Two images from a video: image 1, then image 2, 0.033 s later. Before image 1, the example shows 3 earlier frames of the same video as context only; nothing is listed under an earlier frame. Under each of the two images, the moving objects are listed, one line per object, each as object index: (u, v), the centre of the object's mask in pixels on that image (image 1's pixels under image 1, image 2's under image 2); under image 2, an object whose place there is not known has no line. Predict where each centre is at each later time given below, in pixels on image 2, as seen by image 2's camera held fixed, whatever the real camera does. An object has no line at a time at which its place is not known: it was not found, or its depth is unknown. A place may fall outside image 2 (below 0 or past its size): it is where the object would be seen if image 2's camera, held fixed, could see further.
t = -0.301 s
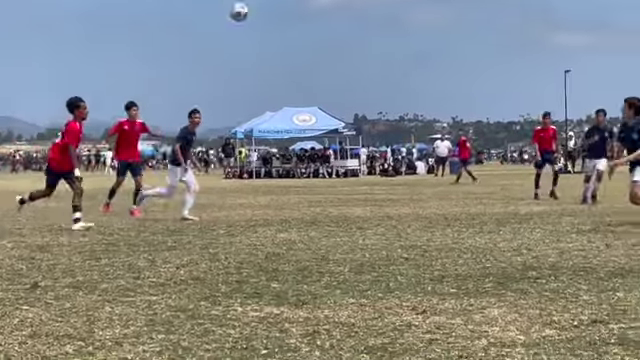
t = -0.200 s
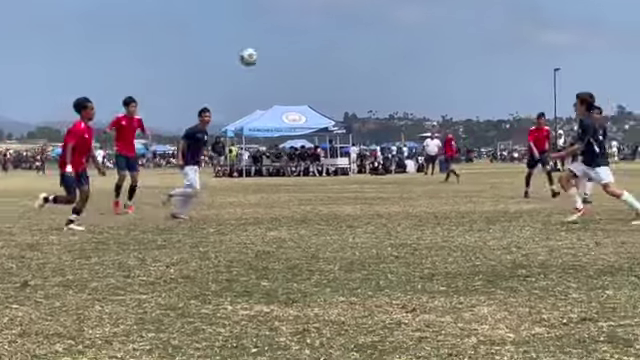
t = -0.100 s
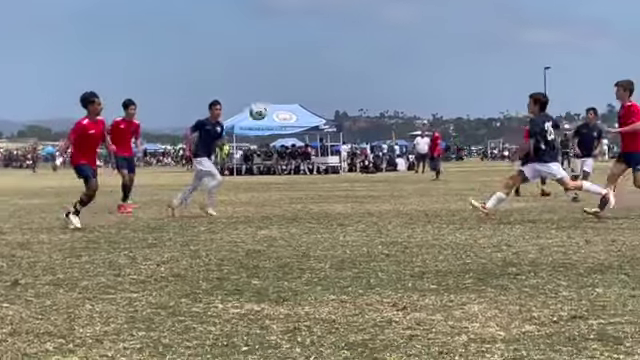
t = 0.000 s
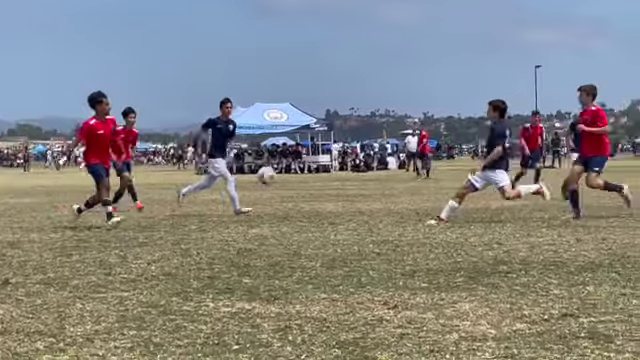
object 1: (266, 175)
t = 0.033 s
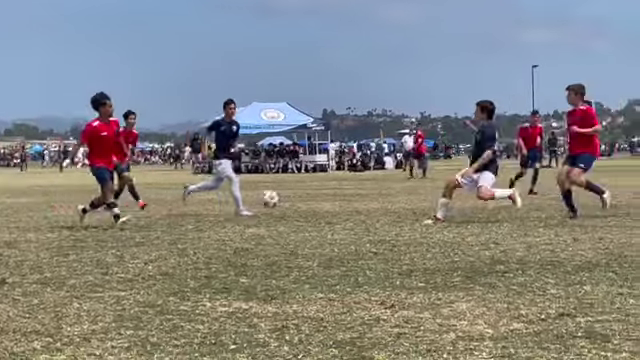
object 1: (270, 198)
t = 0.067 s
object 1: (275, 216)
